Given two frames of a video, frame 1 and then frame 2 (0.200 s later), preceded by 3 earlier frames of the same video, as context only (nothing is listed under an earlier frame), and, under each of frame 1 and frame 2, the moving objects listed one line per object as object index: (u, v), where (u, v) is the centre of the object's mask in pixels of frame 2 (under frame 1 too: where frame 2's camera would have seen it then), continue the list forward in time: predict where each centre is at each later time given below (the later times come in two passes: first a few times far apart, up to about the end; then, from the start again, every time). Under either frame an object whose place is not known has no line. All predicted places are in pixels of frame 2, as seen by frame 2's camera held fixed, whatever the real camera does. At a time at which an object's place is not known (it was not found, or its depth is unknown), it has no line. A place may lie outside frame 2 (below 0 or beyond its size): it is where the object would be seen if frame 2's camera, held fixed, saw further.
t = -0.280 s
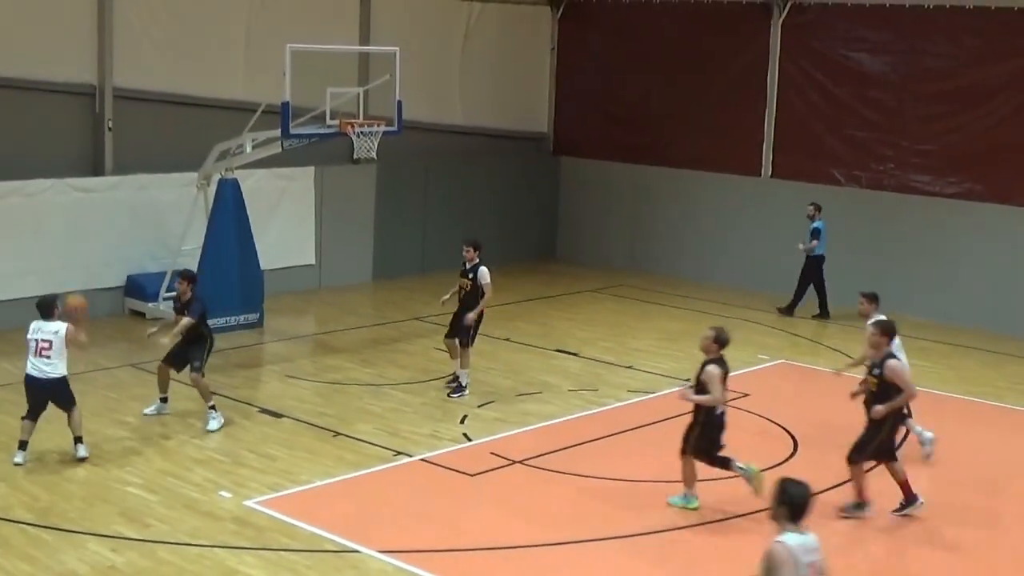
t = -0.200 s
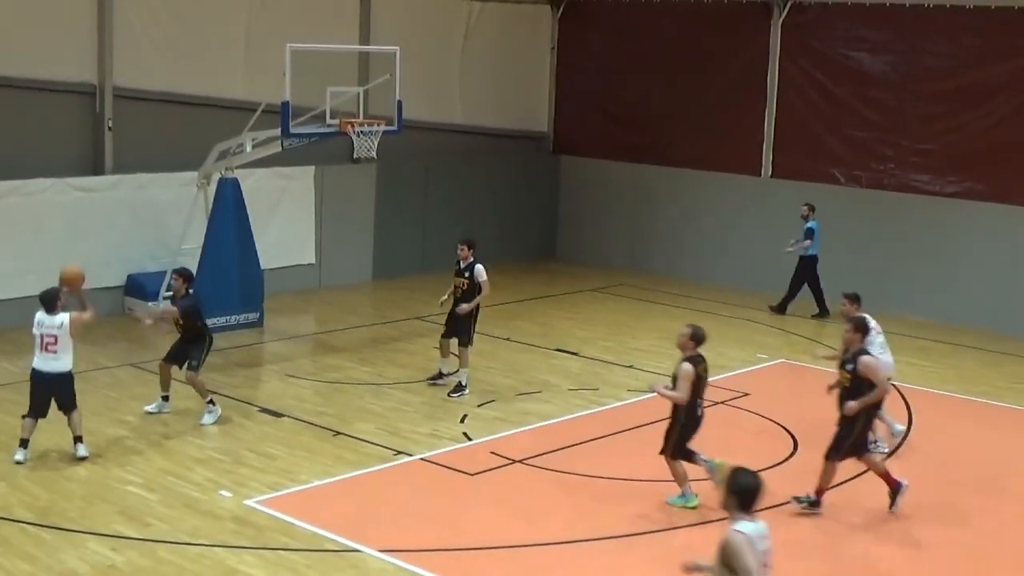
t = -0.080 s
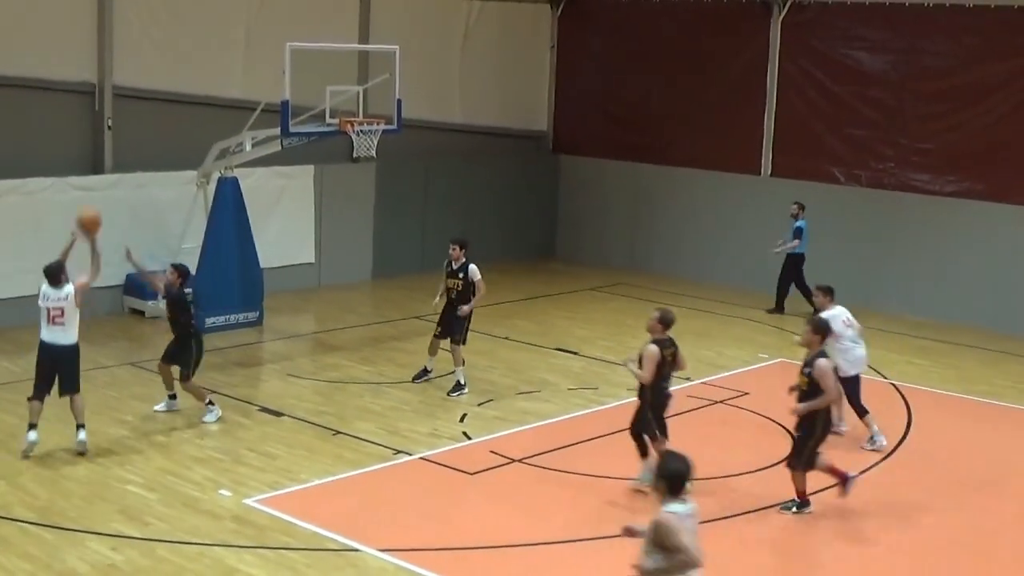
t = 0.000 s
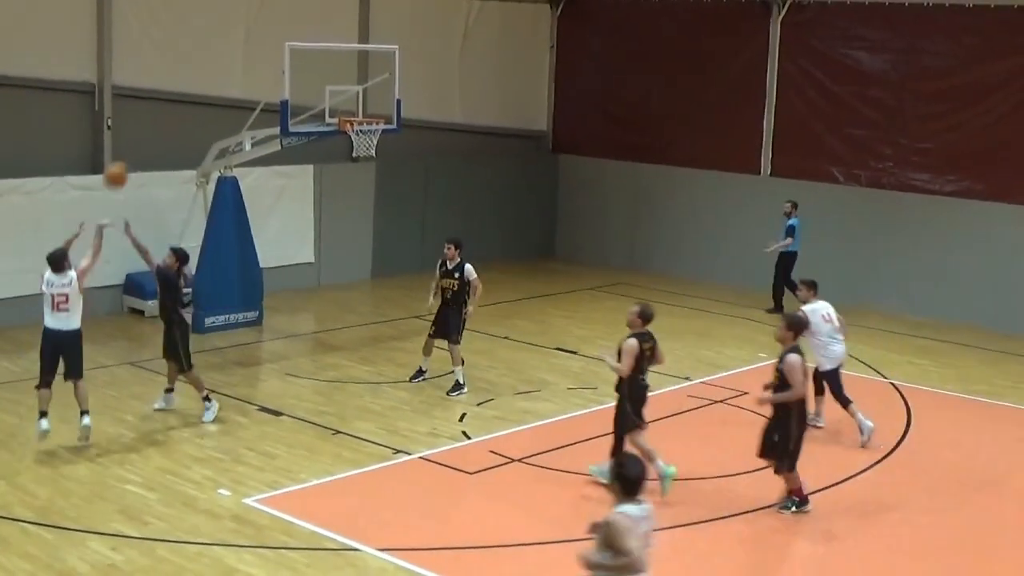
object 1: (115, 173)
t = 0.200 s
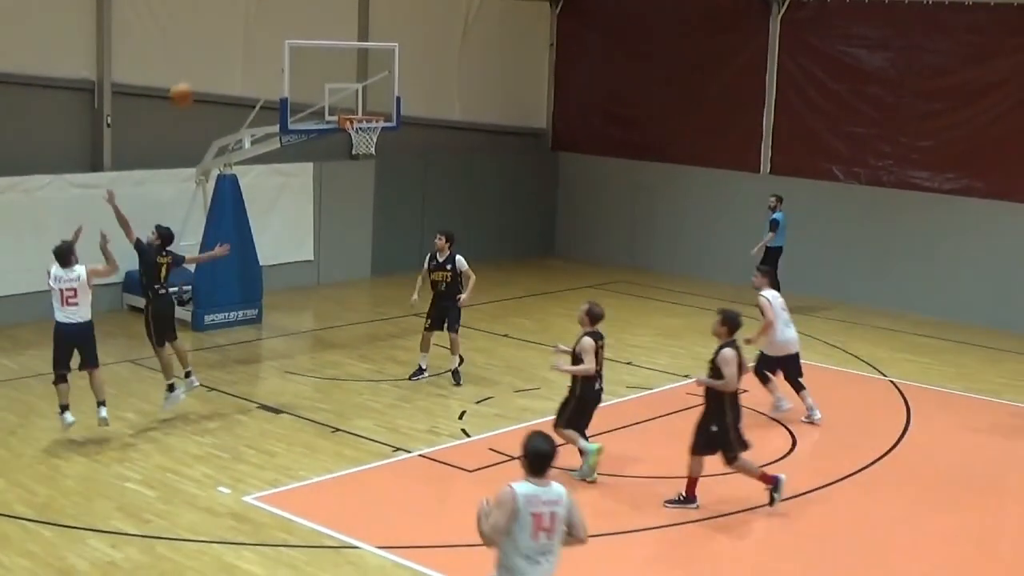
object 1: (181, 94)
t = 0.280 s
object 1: (206, 76)
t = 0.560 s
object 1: (283, 59)
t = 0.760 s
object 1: (332, 87)
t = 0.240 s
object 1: (194, 84)
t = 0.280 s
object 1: (206, 76)
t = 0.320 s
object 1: (218, 68)
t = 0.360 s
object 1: (230, 62)
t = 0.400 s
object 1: (241, 59)
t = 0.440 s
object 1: (252, 57)
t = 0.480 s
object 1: (263, 56)
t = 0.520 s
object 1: (273, 57)
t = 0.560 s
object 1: (283, 59)
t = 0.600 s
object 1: (294, 62)
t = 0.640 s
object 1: (304, 66)
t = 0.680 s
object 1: (313, 73)
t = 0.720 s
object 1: (323, 79)
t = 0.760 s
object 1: (332, 87)
